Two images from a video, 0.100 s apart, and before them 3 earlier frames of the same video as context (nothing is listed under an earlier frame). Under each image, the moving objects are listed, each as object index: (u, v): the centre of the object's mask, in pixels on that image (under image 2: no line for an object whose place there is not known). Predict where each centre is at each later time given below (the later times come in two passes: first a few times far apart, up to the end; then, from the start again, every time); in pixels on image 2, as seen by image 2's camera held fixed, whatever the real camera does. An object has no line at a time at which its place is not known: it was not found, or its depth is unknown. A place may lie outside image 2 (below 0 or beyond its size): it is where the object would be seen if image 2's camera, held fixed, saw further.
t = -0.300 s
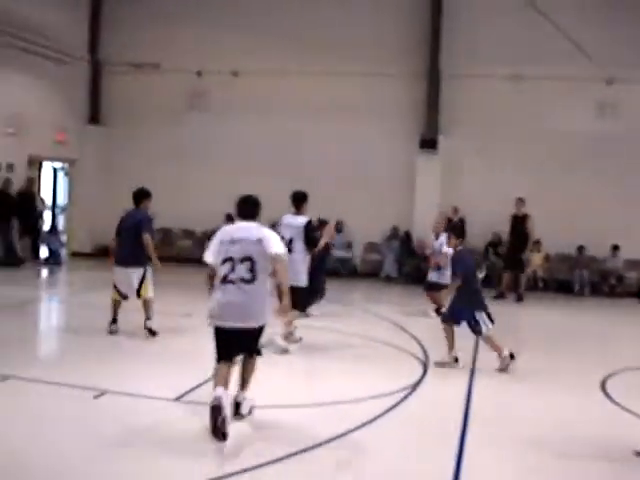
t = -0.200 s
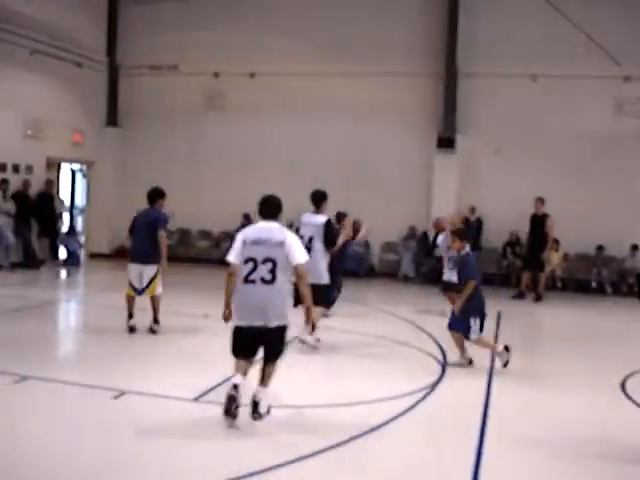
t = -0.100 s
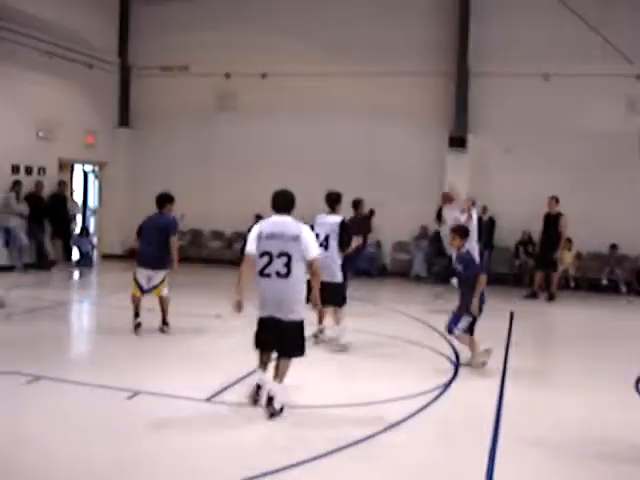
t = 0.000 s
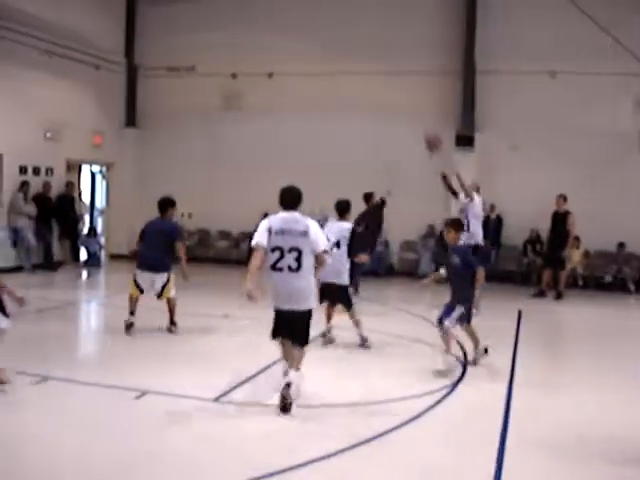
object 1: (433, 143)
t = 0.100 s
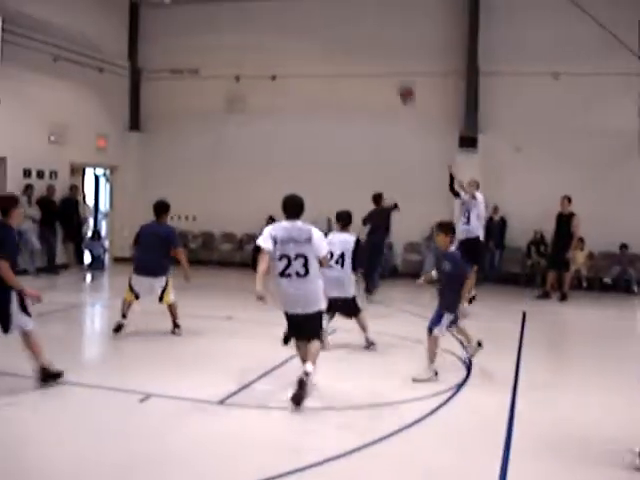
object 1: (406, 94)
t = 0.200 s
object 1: (374, 48)
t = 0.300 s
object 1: (343, 10)
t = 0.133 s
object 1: (395, 77)
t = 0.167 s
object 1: (385, 63)
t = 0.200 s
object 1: (374, 48)
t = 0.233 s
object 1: (364, 34)
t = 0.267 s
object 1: (354, 21)
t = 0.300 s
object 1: (343, 10)
